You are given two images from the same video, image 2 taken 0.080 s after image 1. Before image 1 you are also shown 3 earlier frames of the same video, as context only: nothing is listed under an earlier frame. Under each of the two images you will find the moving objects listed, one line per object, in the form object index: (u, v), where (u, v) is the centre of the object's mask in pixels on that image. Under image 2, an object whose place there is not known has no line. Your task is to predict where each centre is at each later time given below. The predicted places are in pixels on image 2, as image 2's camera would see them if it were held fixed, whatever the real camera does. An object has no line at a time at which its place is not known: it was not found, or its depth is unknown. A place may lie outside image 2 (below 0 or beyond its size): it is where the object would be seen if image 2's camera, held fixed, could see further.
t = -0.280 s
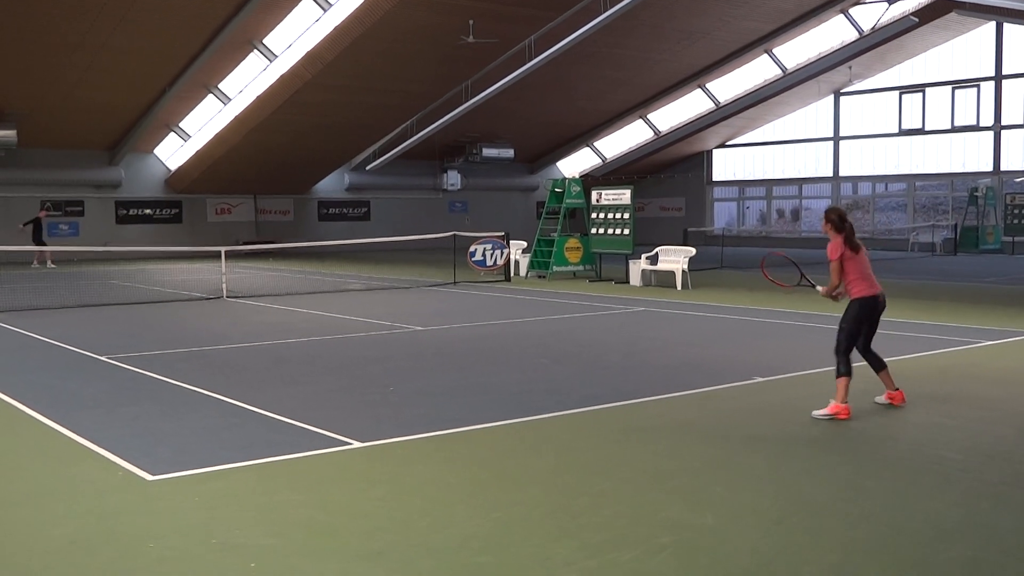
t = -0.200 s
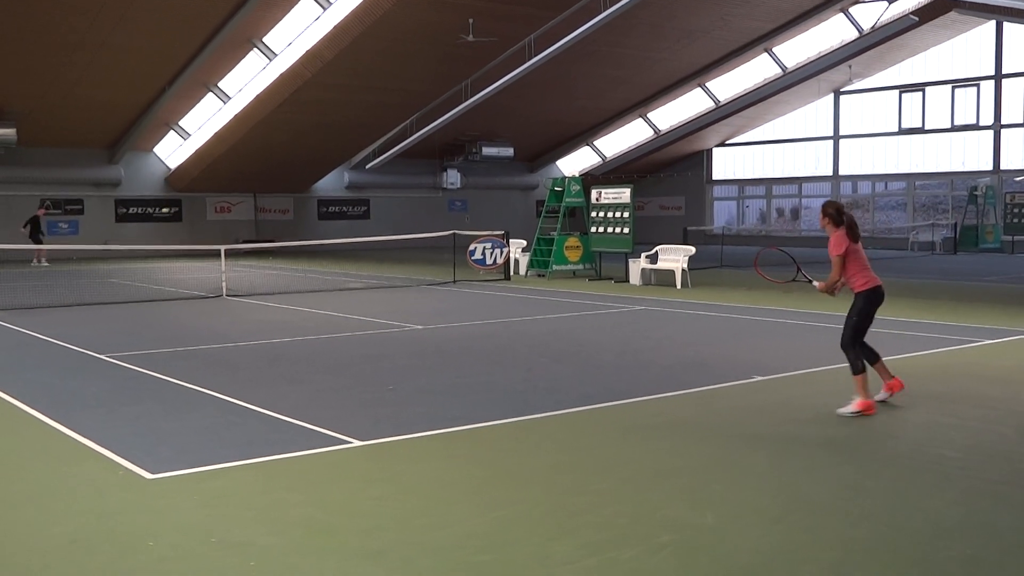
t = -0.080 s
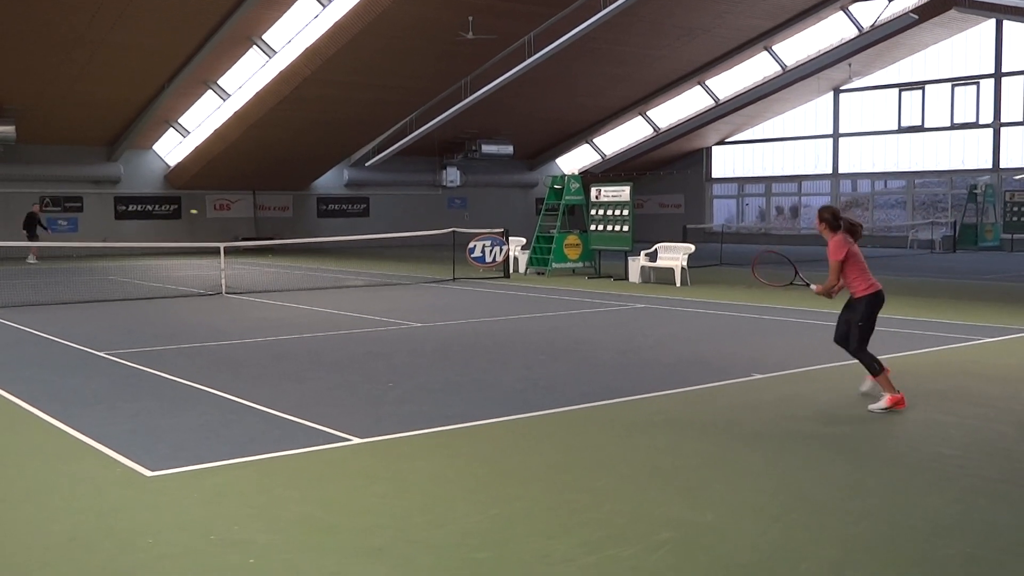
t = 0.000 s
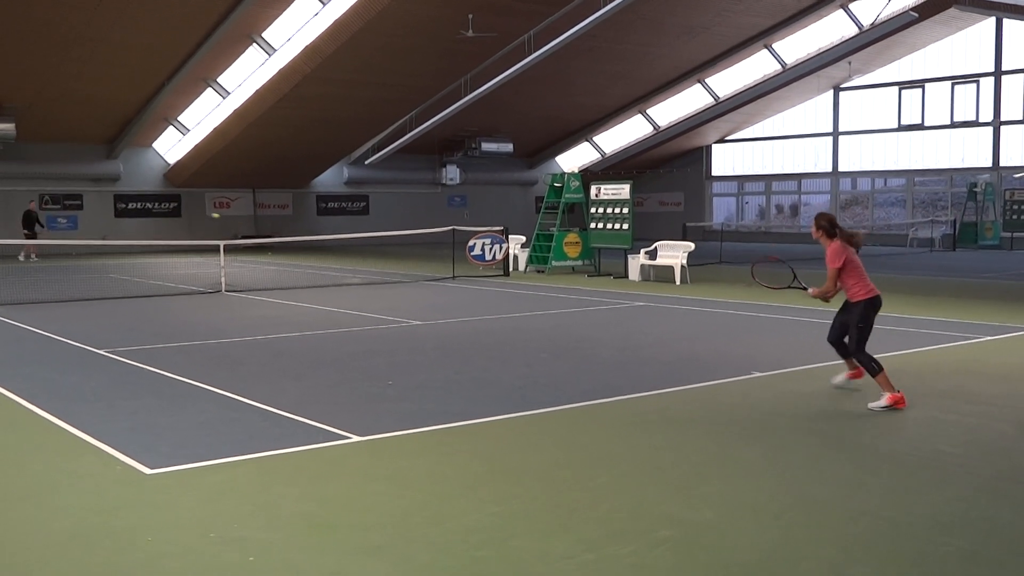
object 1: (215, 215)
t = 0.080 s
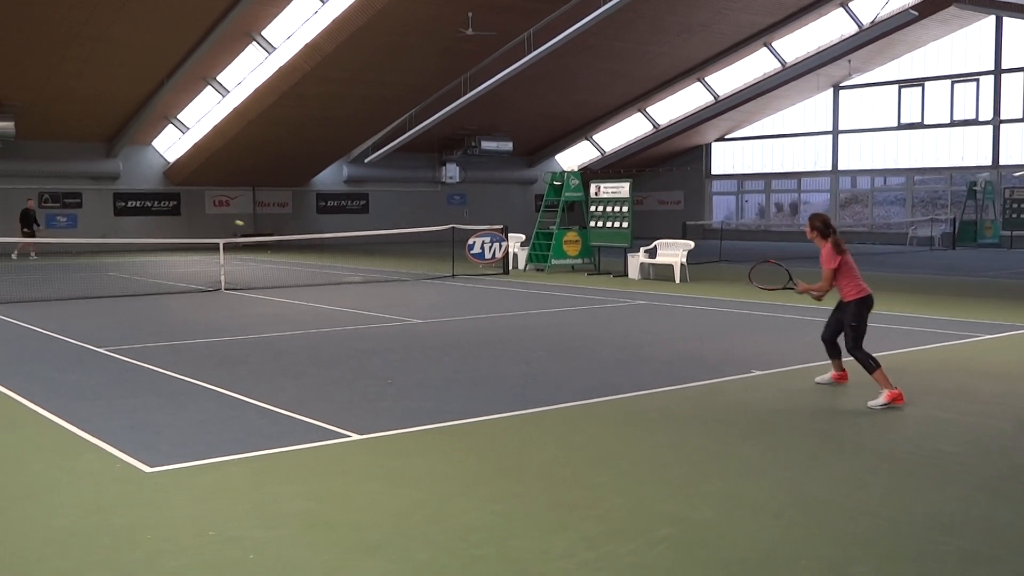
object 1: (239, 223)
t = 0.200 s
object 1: (280, 243)
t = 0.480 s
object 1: (402, 318)
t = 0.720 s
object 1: (502, 292)
